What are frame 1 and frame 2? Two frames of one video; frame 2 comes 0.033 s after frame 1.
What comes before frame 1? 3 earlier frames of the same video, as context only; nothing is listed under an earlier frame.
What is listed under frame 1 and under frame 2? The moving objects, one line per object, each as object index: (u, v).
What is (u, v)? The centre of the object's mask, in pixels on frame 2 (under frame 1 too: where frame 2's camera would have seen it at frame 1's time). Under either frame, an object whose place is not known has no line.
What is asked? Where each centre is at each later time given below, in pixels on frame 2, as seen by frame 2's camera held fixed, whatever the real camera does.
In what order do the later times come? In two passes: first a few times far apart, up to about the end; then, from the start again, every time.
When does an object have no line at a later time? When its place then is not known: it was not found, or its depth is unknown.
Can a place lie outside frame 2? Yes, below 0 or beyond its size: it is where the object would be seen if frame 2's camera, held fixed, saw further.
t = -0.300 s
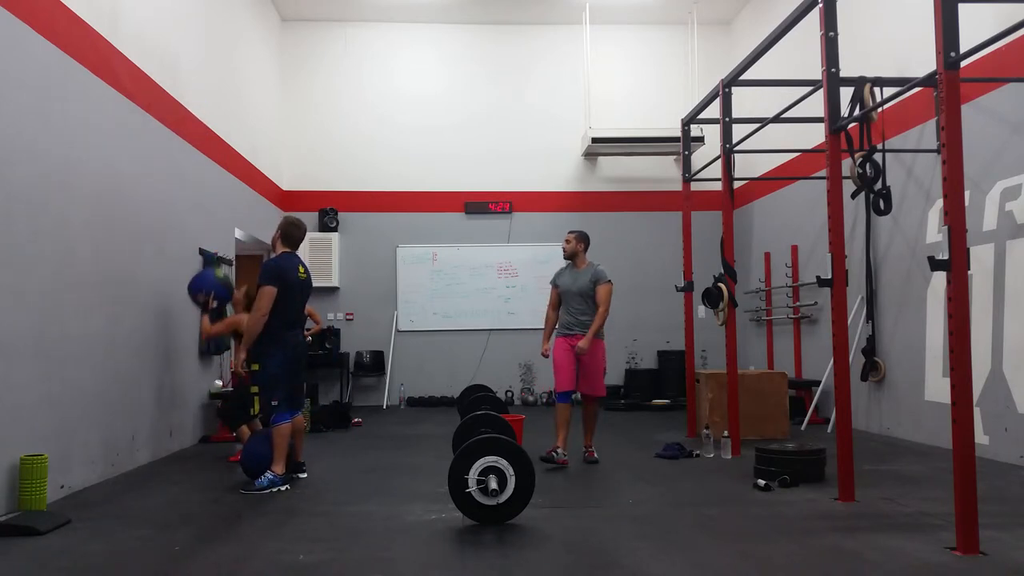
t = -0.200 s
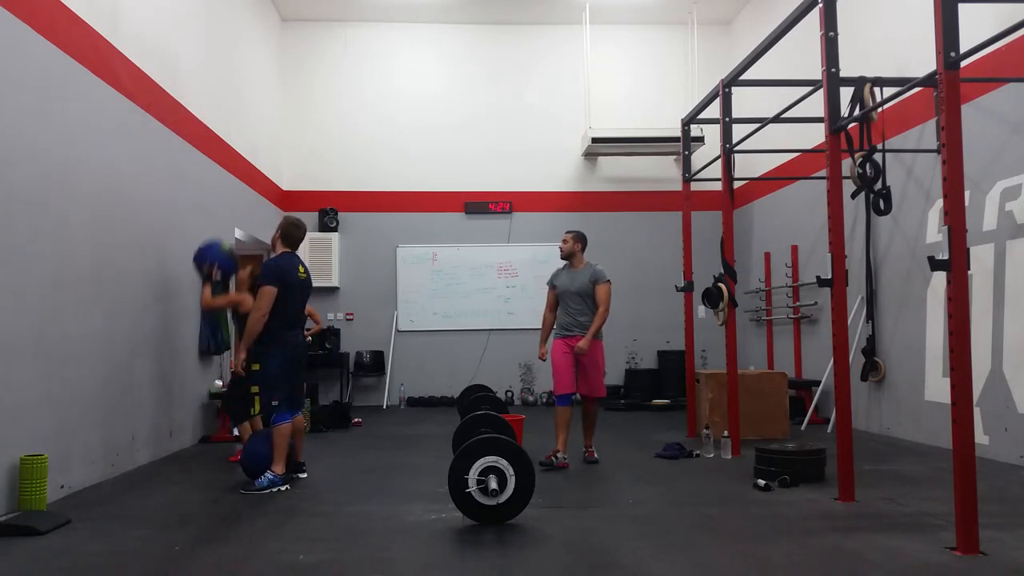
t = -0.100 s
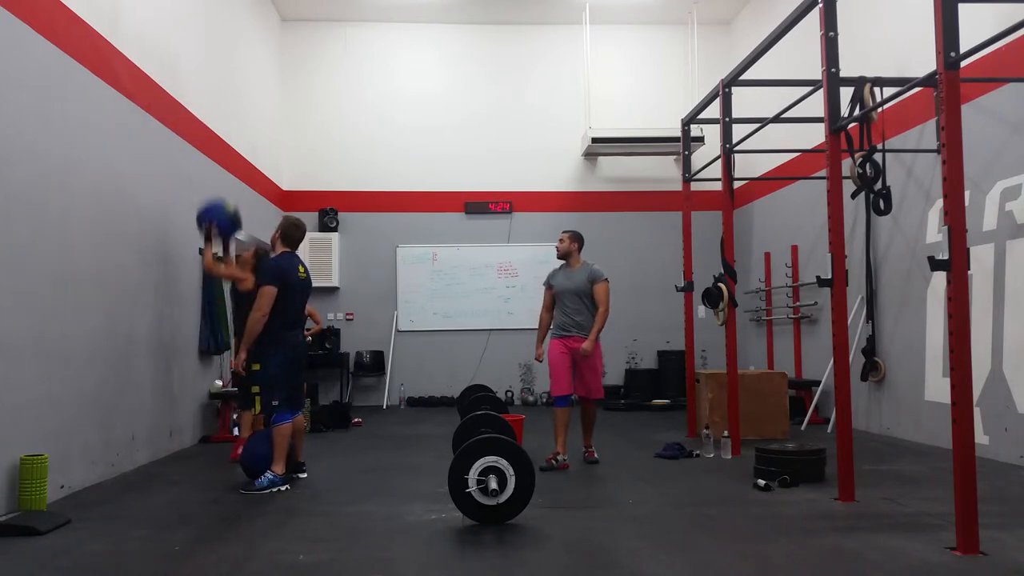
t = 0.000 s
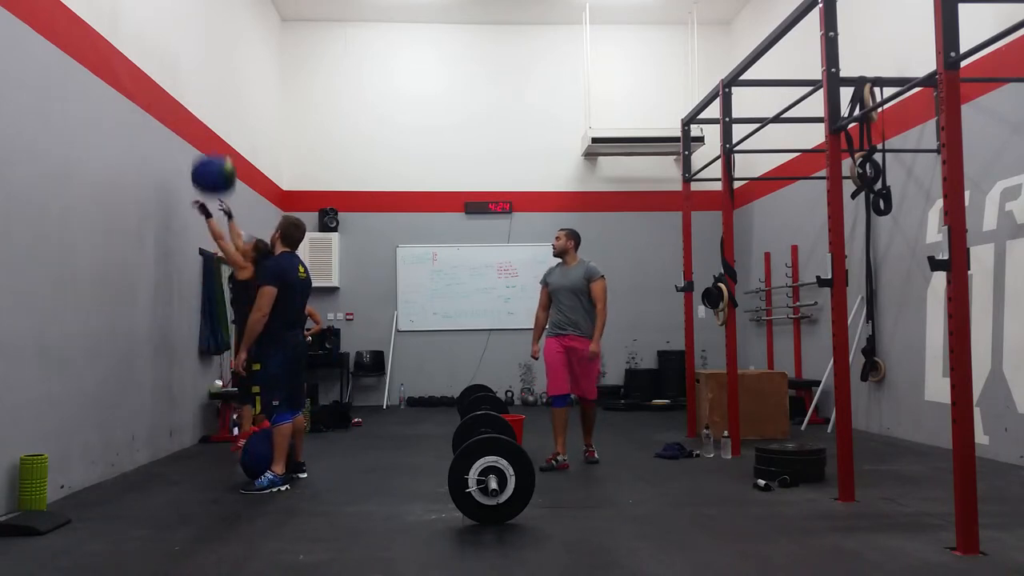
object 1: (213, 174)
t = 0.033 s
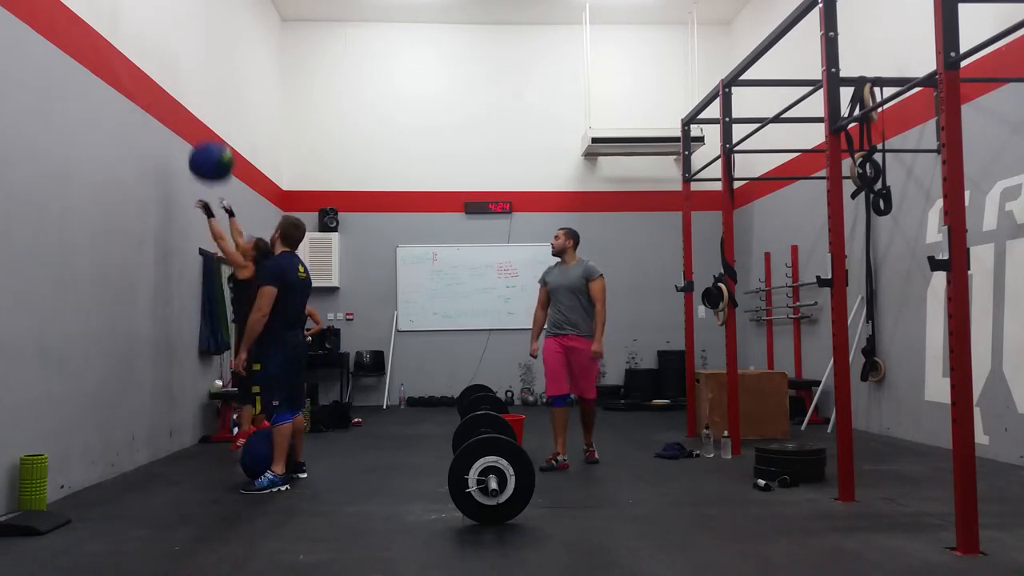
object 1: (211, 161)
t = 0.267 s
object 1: (195, 104)
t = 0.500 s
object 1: (182, 110)
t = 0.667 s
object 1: (190, 153)
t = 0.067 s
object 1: (208, 149)
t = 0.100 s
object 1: (206, 139)
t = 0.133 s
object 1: (204, 130)
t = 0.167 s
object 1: (202, 121)
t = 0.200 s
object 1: (199, 114)
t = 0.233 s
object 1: (197, 109)
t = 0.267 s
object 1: (195, 104)
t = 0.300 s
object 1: (193, 101)
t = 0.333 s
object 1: (190, 99)
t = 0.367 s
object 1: (188, 99)
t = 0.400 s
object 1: (185, 100)
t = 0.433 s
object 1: (183, 102)
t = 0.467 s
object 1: (182, 105)
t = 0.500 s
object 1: (182, 110)
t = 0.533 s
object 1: (184, 116)
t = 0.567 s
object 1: (186, 123)
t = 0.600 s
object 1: (187, 131)
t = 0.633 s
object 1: (188, 141)
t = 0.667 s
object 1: (190, 153)
